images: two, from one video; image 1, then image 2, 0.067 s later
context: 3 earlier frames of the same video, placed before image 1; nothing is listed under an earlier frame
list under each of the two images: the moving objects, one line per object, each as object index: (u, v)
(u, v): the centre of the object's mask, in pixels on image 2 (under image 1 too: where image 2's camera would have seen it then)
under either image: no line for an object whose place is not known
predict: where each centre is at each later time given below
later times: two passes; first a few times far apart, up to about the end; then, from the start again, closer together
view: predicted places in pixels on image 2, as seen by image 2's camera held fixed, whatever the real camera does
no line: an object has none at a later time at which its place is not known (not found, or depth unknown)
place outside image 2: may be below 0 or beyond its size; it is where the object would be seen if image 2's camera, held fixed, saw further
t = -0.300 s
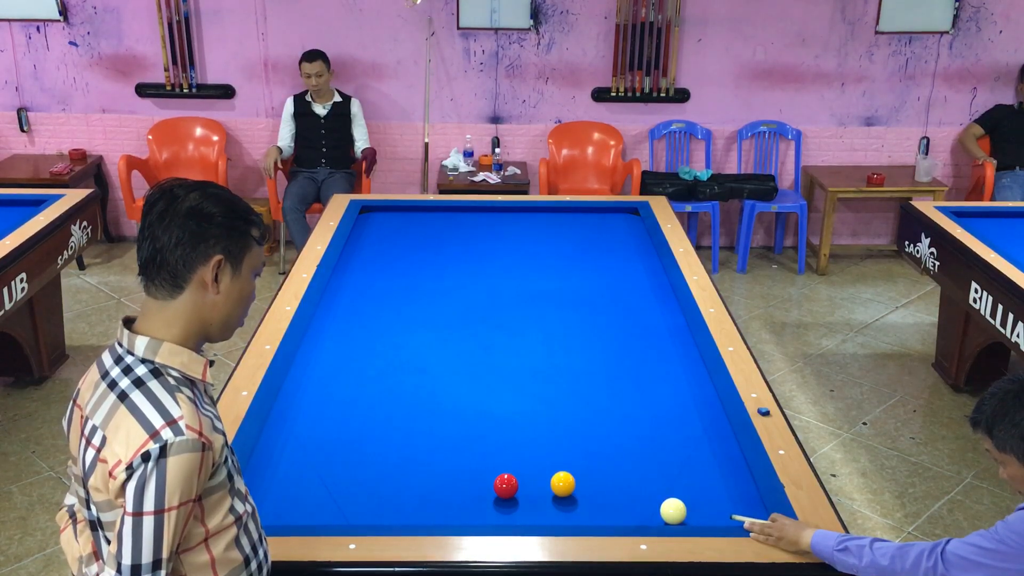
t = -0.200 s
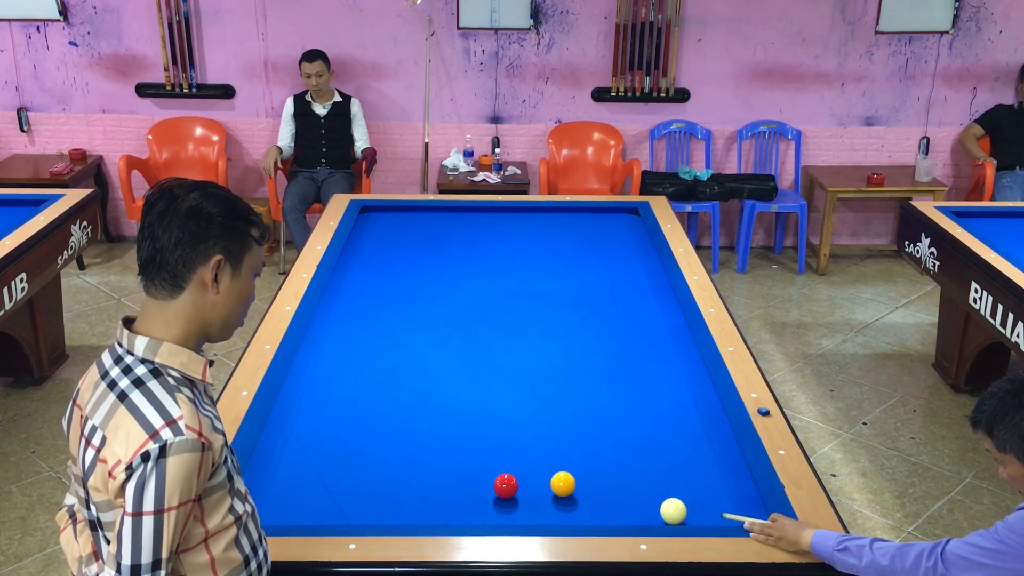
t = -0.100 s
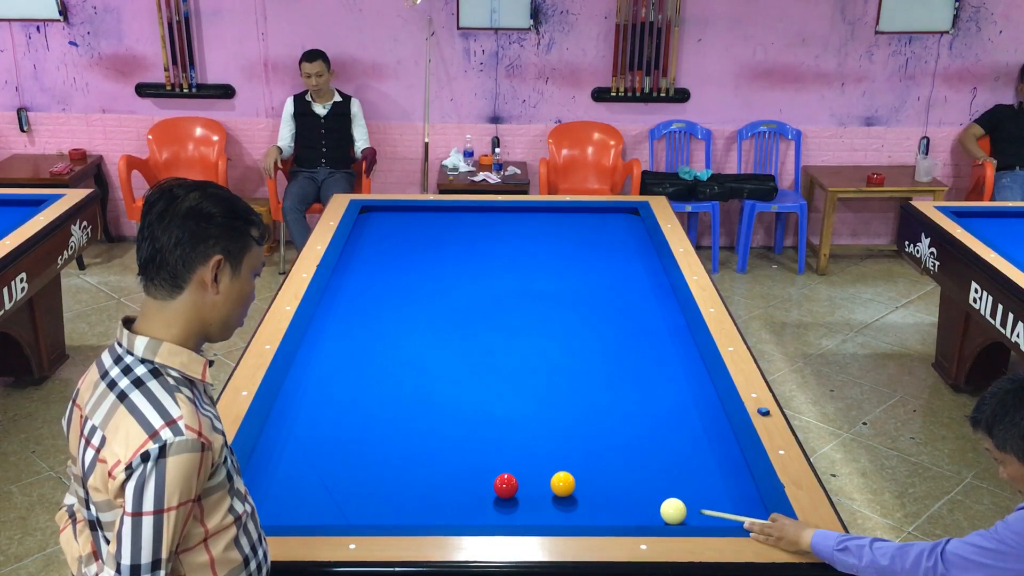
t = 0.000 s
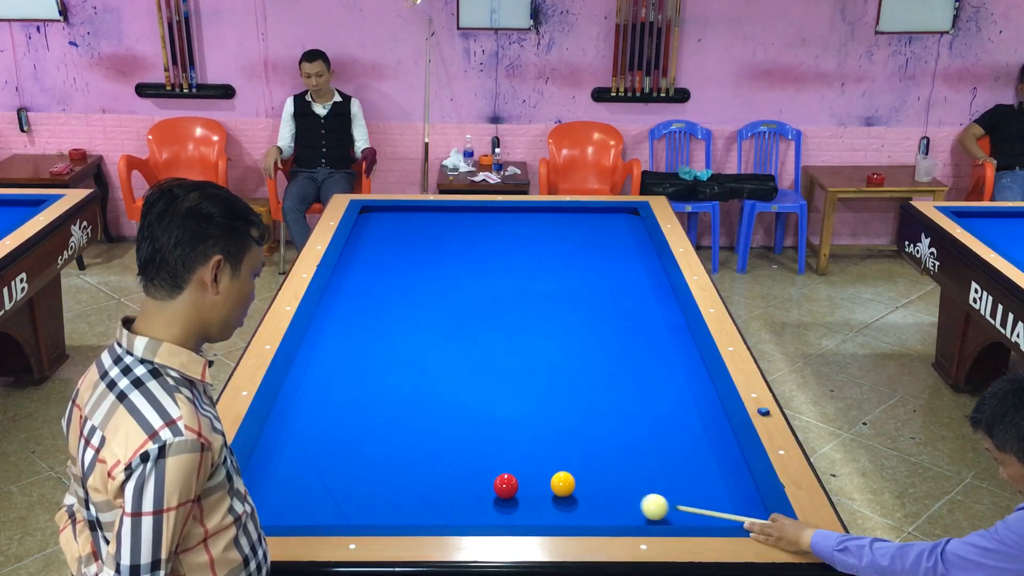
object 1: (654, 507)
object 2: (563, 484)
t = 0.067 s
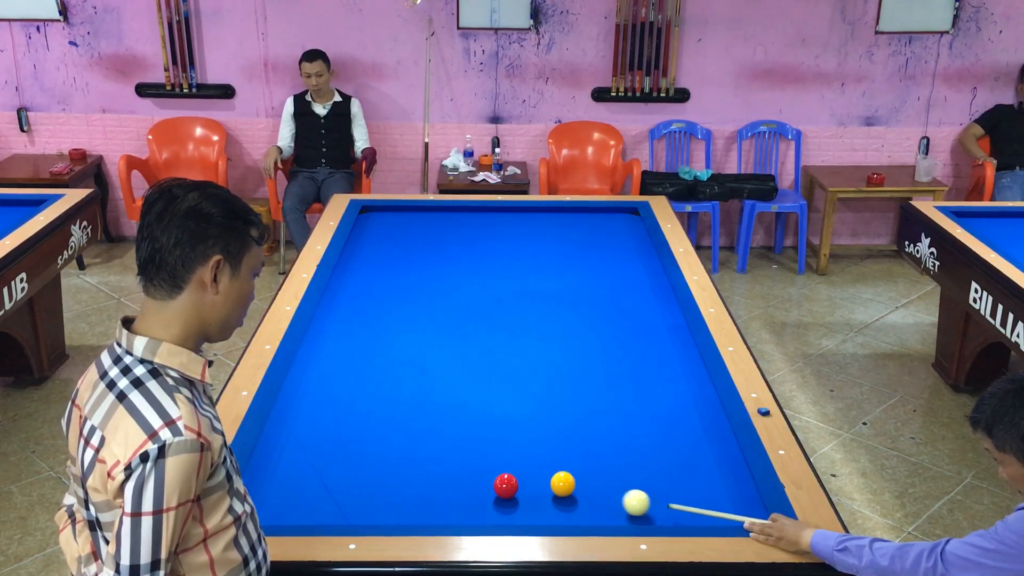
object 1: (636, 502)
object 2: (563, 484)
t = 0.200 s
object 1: (601, 494)
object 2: (563, 484)
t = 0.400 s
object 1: (578, 490)
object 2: (537, 477)
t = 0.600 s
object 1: (565, 489)
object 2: (507, 467)
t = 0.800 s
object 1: (553, 487)
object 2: (479, 461)
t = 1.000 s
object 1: (542, 486)
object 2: (452, 454)
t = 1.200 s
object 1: (531, 485)
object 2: (427, 447)
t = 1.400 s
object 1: (528, 483)
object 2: (402, 441)
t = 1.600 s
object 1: (526, 482)
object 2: (379, 434)
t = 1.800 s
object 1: (525, 481)
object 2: (357, 428)
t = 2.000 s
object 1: (524, 480)
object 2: (336, 423)
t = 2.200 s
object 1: (523, 480)
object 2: (316, 417)
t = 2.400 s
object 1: (523, 480)
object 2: (296, 413)
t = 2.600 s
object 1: (523, 480)
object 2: (286, 408)
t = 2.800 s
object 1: (524, 480)
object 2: (297, 405)
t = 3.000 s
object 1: (524, 481)
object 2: (308, 402)
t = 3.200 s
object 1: (524, 481)
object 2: (318, 399)
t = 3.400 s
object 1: (524, 481)
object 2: (327, 396)
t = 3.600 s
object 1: (523, 480)
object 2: (336, 394)
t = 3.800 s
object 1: (524, 480)
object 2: (344, 391)
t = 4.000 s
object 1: (524, 480)
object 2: (351, 389)
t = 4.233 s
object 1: (523, 480)
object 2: (359, 387)
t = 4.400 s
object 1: (524, 481)
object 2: (364, 386)
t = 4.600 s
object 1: (524, 480)
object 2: (370, 385)
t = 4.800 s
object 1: (524, 480)
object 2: (375, 383)
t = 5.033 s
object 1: (524, 480)
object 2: (379, 382)
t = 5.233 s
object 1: (524, 480)
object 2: (383, 381)
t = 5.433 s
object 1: (524, 480)
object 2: (386, 380)
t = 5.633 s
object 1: (524, 480)
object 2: (389, 380)
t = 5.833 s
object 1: (523, 480)
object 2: (391, 379)
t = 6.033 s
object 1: (523, 480)
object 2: (392, 379)
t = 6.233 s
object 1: (523, 480)
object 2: (392, 379)
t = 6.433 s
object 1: (524, 480)
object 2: (392, 378)
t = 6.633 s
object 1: (524, 480)
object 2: (392, 378)
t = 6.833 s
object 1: (523, 480)
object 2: (392, 378)
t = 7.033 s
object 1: (523, 480)
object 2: (392, 378)
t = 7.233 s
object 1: (523, 480)
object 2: (392, 378)
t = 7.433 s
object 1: (523, 481)
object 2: (392, 379)
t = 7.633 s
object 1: (523, 481)
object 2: (392, 379)
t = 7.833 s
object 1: (523, 481)
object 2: (392, 379)
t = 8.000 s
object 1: (523, 481)
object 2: (392, 378)
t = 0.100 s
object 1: (627, 500)
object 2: (563, 484)
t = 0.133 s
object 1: (619, 498)
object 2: (563, 484)
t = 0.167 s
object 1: (610, 496)
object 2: (563, 484)
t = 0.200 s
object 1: (601, 494)
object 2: (563, 484)
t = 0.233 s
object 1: (593, 492)
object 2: (563, 484)
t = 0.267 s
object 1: (586, 491)
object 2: (561, 483)
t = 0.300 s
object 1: (585, 491)
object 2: (554, 482)
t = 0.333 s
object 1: (583, 491)
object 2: (548, 480)
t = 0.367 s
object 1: (581, 491)
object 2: (542, 478)
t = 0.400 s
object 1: (578, 490)
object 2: (537, 477)
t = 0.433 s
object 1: (576, 490)
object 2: (532, 475)
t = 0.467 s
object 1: (574, 490)
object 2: (527, 474)
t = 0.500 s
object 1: (572, 489)
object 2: (522, 472)
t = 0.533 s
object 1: (570, 489)
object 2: (518, 470)
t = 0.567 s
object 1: (567, 489)
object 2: (513, 468)
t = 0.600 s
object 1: (565, 489)
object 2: (507, 467)
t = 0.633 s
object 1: (563, 488)
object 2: (502, 466)
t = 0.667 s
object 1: (561, 488)
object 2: (497, 466)
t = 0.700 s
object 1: (559, 488)
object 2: (493, 465)
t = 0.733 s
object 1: (557, 488)
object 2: (488, 464)
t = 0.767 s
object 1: (555, 487)
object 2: (483, 462)
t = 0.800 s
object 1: (553, 487)
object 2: (479, 461)
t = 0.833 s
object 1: (551, 487)
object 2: (474, 460)
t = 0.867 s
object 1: (549, 487)
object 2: (470, 459)
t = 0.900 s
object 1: (547, 486)
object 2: (465, 457)
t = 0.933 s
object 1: (545, 487)
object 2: (461, 457)
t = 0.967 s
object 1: (543, 486)
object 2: (456, 455)
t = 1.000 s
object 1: (542, 486)
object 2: (452, 454)
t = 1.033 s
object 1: (540, 486)
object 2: (448, 453)
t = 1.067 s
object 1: (538, 485)
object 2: (443, 451)
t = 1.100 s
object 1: (536, 486)
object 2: (439, 451)
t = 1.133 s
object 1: (534, 485)
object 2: (435, 449)
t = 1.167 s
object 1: (533, 485)
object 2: (431, 448)
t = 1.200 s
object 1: (531, 485)
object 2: (427, 447)
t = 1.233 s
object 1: (531, 484)
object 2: (422, 446)
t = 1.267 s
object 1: (530, 484)
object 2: (418, 445)
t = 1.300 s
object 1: (530, 484)
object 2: (414, 444)
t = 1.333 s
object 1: (529, 484)
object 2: (410, 442)
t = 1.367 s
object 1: (529, 483)
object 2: (406, 441)
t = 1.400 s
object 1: (528, 483)
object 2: (402, 441)
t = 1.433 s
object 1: (528, 483)
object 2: (398, 440)
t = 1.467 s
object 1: (528, 482)
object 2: (394, 438)
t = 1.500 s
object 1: (527, 482)
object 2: (390, 437)
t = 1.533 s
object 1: (527, 482)
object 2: (387, 436)
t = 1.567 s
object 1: (526, 482)
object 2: (383, 435)
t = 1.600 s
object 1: (526, 482)
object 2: (379, 434)
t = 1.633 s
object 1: (526, 482)
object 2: (375, 433)
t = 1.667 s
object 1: (526, 481)
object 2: (371, 432)
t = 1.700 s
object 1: (525, 481)
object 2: (368, 431)
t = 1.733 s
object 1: (525, 481)
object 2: (364, 430)
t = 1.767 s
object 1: (525, 481)
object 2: (360, 429)
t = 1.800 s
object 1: (525, 481)
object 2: (357, 428)
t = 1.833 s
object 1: (524, 481)
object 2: (353, 428)
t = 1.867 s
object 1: (524, 481)
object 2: (350, 427)
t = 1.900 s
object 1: (524, 481)
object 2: (346, 426)
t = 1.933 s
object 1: (524, 480)
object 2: (343, 425)
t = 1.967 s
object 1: (524, 480)
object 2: (339, 423)
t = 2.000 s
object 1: (524, 480)
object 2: (336, 423)
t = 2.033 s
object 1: (524, 480)
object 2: (332, 422)
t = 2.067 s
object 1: (524, 480)
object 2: (329, 421)
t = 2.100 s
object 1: (523, 480)
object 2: (325, 420)
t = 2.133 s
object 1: (523, 480)
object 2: (322, 420)
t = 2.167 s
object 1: (523, 480)
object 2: (319, 418)
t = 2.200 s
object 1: (523, 480)
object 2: (316, 417)
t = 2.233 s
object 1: (523, 480)
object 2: (312, 417)
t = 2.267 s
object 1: (523, 480)
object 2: (309, 416)
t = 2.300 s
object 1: (523, 480)
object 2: (306, 415)
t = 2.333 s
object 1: (523, 480)
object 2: (303, 414)
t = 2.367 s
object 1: (523, 480)
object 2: (300, 414)
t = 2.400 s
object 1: (523, 480)
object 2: (296, 413)
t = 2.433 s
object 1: (523, 480)
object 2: (293, 412)
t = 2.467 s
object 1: (523, 480)
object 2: (290, 411)
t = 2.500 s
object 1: (523, 480)
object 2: (287, 410)
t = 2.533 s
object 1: (523, 480)
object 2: (284, 409)
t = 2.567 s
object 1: (523, 480)
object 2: (283, 408)
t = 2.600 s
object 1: (523, 480)
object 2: (286, 408)
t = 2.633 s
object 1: (523, 480)
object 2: (287, 407)
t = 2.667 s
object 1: (523, 480)
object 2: (289, 407)
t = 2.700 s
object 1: (523, 480)
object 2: (291, 406)
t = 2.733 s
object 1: (523, 480)
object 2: (293, 406)
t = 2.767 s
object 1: (523, 481)
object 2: (295, 405)
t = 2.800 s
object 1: (524, 480)
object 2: (297, 405)
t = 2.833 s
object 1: (523, 480)
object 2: (299, 404)
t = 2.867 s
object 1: (524, 481)
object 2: (301, 404)
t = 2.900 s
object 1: (523, 480)
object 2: (303, 403)
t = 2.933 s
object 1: (524, 481)
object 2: (304, 403)
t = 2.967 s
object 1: (523, 480)
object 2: (306, 402)
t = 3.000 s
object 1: (524, 481)
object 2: (308, 402)
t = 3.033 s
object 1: (523, 480)
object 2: (309, 401)
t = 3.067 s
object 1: (524, 481)
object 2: (311, 401)
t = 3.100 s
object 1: (523, 481)
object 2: (313, 400)
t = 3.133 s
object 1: (524, 481)
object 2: (315, 400)
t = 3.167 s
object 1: (524, 480)
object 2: (316, 399)
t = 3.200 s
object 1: (524, 481)
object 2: (318, 399)
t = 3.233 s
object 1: (524, 481)
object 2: (320, 398)
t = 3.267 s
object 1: (524, 481)
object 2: (321, 398)
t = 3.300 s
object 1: (524, 480)
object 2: (323, 397)
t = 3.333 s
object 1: (524, 481)
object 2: (324, 397)
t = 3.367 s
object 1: (524, 481)
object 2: (326, 397)
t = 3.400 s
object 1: (524, 481)
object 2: (327, 396)
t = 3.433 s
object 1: (524, 480)
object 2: (329, 396)
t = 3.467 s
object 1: (524, 481)
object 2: (330, 395)
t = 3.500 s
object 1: (524, 480)
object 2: (332, 395)
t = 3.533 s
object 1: (524, 481)
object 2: (333, 395)
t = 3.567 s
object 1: (524, 480)
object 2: (334, 394)
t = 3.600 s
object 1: (523, 480)
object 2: (336, 394)
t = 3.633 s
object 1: (524, 480)
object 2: (337, 393)
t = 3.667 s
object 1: (524, 481)
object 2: (339, 393)
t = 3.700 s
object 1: (524, 480)
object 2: (340, 393)
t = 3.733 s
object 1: (524, 480)
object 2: (341, 392)
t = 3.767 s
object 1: (524, 481)
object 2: (343, 392)
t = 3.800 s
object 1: (524, 480)
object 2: (344, 391)
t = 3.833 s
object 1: (524, 480)
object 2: (345, 391)
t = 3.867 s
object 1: (524, 480)
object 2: (346, 391)
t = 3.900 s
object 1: (524, 480)
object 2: (347, 390)
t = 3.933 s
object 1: (524, 480)
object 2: (349, 390)
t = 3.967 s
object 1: (524, 481)
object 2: (350, 390)
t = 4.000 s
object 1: (524, 480)
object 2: (351, 389)
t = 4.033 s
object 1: (524, 480)
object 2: (352, 389)
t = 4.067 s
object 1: (524, 480)
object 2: (353, 389)
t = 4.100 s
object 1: (524, 480)
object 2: (355, 389)
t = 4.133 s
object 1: (524, 480)
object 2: (356, 388)
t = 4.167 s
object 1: (523, 480)
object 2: (357, 388)
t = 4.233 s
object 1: (523, 480)
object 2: (359, 387)
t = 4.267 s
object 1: (524, 480)
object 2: (360, 387)
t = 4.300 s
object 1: (524, 481)
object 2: (361, 387)
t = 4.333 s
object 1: (524, 481)
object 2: (362, 387)
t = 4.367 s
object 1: (523, 480)
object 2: (363, 386)
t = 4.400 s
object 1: (524, 481)
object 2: (364, 386)
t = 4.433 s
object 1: (524, 481)
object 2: (365, 386)
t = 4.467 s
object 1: (524, 481)
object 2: (366, 385)
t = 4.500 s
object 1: (524, 481)
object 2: (367, 385)
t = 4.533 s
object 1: (523, 480)
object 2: (368, 385)
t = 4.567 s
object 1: (524, 480)
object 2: (369, 385)
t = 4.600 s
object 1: (524, 480)
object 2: (370, 385)
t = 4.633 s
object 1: (523, 480)
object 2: (370, 384)
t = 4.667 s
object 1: (524, 481)
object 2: (371, 384)
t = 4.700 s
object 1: (524, 480)
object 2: (372, 383)
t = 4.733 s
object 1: (524, 480)
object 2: (373, 383)
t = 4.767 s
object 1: (523, 480)
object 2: (374, 383)
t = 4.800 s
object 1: (524, 480)
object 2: (375, 383)
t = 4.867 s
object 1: (524, 480)
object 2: (376, 383)
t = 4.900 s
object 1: (524, 480)
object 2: (377, 382)
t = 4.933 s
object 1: (523, 480)
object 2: (377, 382)
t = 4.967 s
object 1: (523, 480)
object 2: (378, 382)
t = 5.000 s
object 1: (524, 480)
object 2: (379, 382)
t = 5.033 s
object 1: (524, 480)
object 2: (379, 382)
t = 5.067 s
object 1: (523, 480)
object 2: (380, 381)
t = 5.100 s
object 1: (523, 480)
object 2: (381, 381)
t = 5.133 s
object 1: (524, 480)
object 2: (381, 381)
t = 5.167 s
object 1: (524, 480)
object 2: (382, 381)
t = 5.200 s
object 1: (523, 480)
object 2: (382, 381)
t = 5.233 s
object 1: (524, 480)
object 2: (383, 381)
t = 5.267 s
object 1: (524, 480)
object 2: (384, 380)
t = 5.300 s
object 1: (523, 480)
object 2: (384, 380)
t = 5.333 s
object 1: (524, 480)
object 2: (385, 380)
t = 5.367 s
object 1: (524, 480)
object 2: (385, 380)
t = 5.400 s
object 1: (524, 480)
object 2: (386, 380)
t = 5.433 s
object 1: (524, 480)
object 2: (386, 380)
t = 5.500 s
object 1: (524, 480)
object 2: (387, 380)
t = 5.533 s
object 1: (524, 480)
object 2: (388, 380)
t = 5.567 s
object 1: (524, 481)
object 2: (388, 380)
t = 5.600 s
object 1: (524, 481)
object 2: (388, 380)
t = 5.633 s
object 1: (524, 480)
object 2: (389, 380)
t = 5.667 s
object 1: (524, 480)
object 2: (389, 379)
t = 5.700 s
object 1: (524, 480)
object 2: (389, 379)
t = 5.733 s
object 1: (523, 480)
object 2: (390, 379)
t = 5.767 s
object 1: (524, 480)
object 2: (390, 379)
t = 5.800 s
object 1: (523, 480)
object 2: (390, 379)
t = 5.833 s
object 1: (523, 480)
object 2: (391, 379)
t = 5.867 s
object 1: (523, 480)
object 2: (391, 379)
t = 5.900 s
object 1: (524, 480)
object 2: (391, 379)
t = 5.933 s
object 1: (523, 480)
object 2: (391, 379)
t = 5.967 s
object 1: (523, 480)
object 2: (392, 379)
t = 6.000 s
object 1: (523, 480)
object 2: (392, 379)
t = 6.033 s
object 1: (523, 480)
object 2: (392, 379)
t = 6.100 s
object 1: (523, 480)
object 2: (392, 378)
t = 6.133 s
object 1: (523, 480)
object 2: (392, 378)
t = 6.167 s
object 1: (523, 480)
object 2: (392, 379)
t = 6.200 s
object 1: (523, 480)
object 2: (392, 379)
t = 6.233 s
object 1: (523, 480)
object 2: (392, 379)
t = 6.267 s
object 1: (523, 480)
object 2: (392, 379)
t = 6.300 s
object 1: (524, 480)
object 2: (392, 378)
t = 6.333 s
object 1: (524, 480)
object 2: (392, 378)
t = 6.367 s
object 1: (524, 480)
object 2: (392, 378)
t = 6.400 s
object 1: (524, 480)
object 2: (392, 378)
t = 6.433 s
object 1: (524, 480)
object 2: (392, 378)
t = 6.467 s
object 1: (524, 480)
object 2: (392, 378)
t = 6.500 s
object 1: (524, 480)
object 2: (392, 378)
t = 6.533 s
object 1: (524, 480)
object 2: (392, 378)
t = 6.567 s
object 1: (524, 480)
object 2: (392, 378)
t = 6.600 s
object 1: (524, 480)
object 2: (392, 378)
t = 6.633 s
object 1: (524, 480)
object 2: (392, 378)
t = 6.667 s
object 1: (524, 480)
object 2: (392, 378)
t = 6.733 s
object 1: (524, 480)
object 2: (392, 378)
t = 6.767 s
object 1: (523, 480)
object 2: (392, 378)
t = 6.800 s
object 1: (523, 480)
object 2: (392, 378)
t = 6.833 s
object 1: (523, 480)
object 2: (392, 378)
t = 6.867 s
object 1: (523, 480)
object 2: (392, 378)
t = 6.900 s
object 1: (523, 480)
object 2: (392, 378)
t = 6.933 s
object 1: (523, 480)
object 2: (392, 378)
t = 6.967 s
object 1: (523, 480)
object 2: (392, 378)
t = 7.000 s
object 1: (523, 480)
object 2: (392, 378)
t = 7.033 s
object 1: (523, 480)
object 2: (392, 378)
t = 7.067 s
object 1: (523, 480)
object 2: (392, 378)
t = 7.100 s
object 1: (523, 480)
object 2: (392, 378)
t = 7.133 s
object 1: (523, 480)
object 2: (392, 378)
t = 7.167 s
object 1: (523, 480)
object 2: (392, 378)
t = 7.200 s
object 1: (523, 480)
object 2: (392, 378)
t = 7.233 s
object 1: (523, 480)
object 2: (392, 378)
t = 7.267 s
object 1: (523, 480)
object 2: (392, 378)
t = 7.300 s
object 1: (524, 480)
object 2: (392, 378)
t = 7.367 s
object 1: (524, 480)
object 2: (392, 378)
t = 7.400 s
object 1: (523, 481)
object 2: (392, 379)
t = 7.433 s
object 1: (523, 481)
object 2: (392, 379)
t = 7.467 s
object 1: (523, 481)
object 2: (392, 378)
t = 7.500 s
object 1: (523, 481)
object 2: (392, 379)
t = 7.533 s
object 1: (523, 481)
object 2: (392, 379)
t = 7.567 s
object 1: (523, 481)
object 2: (392, 379)
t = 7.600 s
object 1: (523, 481)
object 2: (392, 379)
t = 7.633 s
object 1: (523, 481)
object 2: (392, 379)
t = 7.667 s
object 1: (523, 481)
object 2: (392, 379)
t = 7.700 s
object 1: (523, 481)
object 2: (392, 379)
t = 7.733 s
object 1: (523, 481)
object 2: (392, 379)
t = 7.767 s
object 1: (523, 481)
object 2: (392, 379)
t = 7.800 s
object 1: (523, 481)
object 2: (392, 379)
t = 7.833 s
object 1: (523, 481)
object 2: (392, 379)
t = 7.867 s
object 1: (523, 481)
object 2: (392, 379)
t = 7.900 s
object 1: (523, 481)
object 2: (392, 378)
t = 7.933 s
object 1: (523, 481)
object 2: (392, 379)
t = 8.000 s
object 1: (523, 481)
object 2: (392, 378)
